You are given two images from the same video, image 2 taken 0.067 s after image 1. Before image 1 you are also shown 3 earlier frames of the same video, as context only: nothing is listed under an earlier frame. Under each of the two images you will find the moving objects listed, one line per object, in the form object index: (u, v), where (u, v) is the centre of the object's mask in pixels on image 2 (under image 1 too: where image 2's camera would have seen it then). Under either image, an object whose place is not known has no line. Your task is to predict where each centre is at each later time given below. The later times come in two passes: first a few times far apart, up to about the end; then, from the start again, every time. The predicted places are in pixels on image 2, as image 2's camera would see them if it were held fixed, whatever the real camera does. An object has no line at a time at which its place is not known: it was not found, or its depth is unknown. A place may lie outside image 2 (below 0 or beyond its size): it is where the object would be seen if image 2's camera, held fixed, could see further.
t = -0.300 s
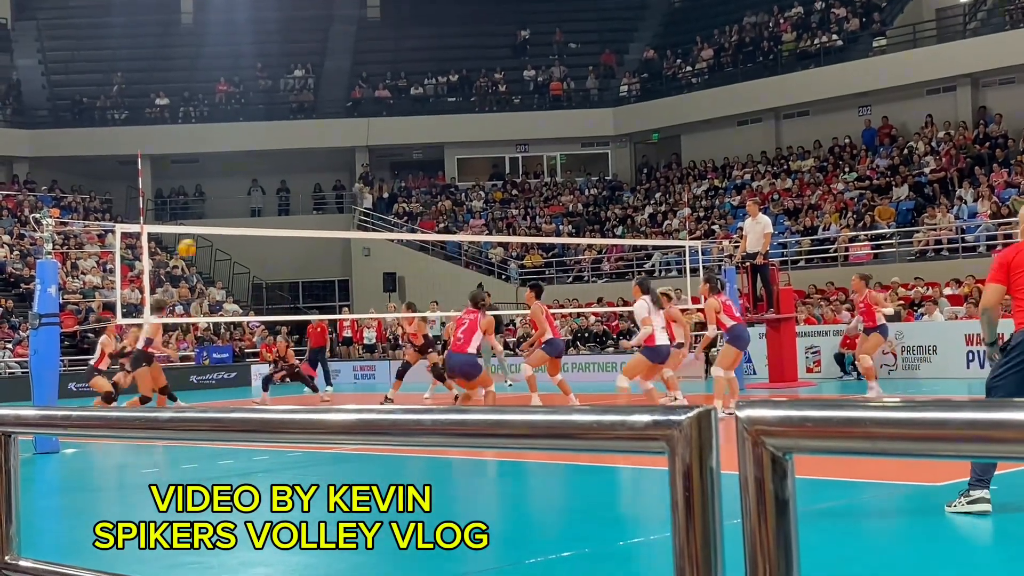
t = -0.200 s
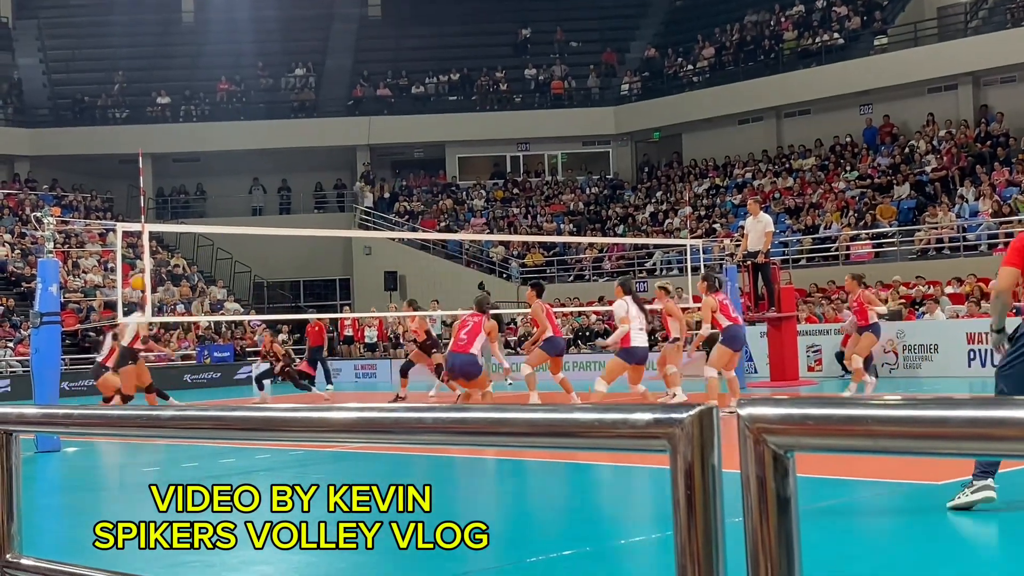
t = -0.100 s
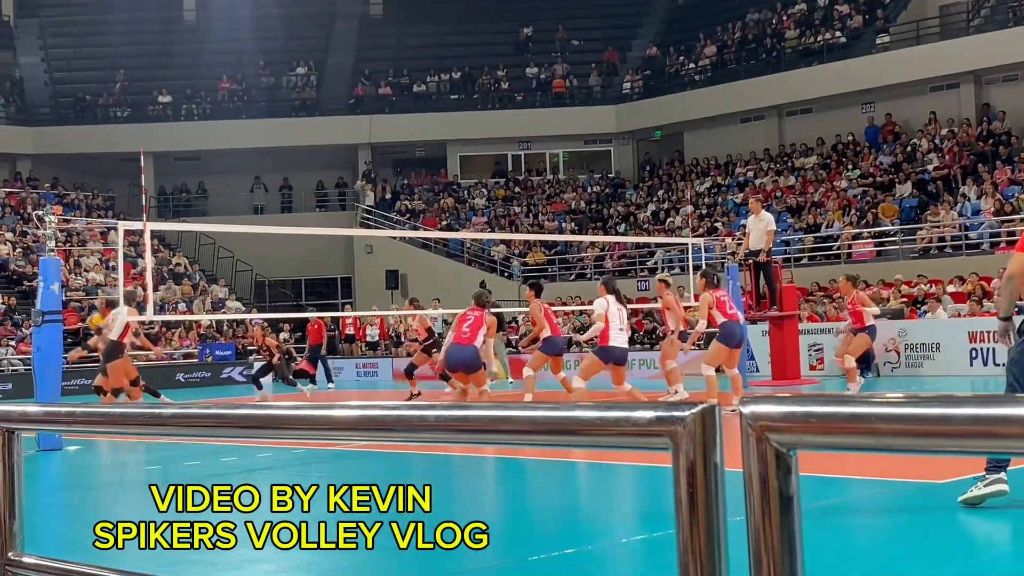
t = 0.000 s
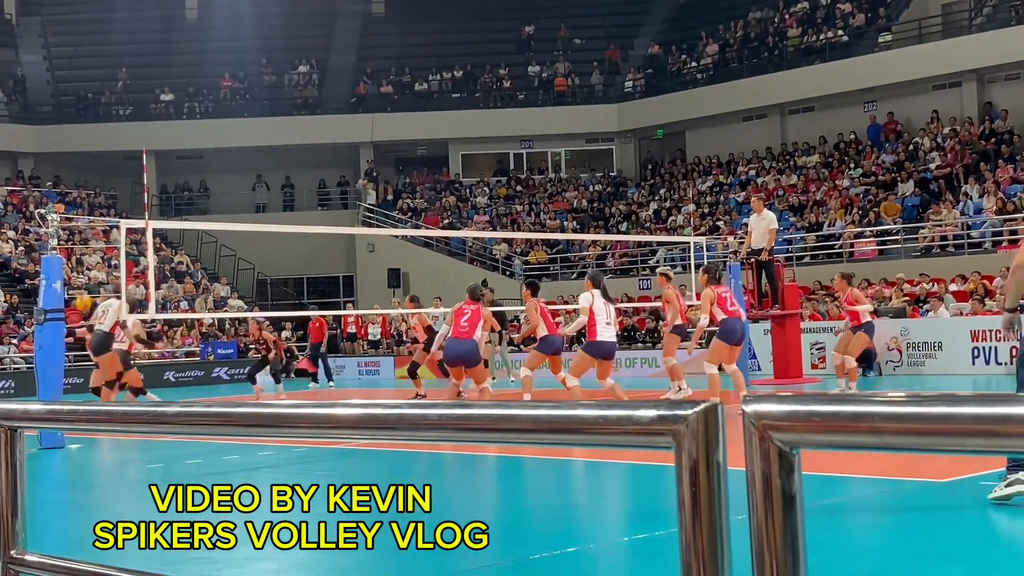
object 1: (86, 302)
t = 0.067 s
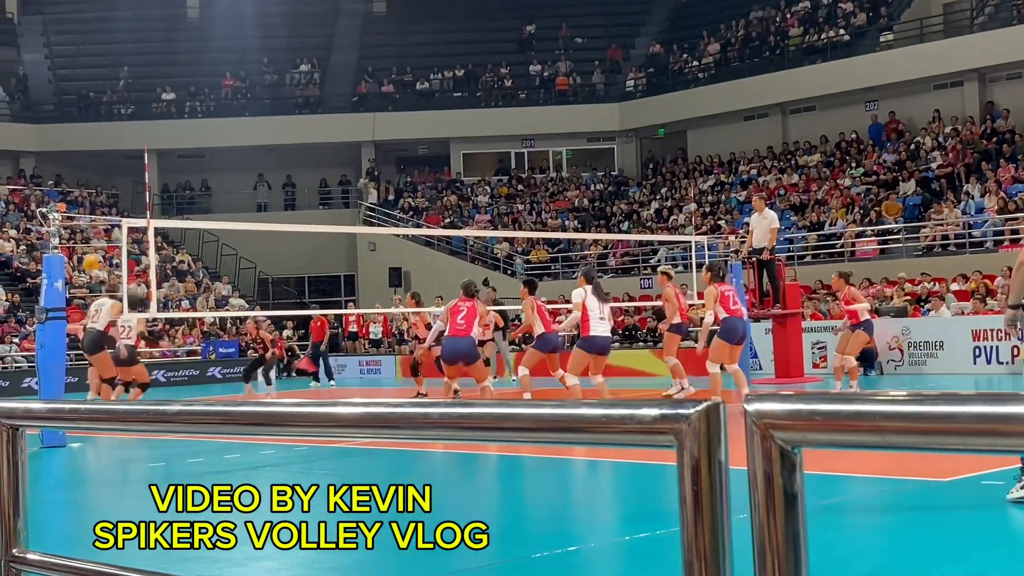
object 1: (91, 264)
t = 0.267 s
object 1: (107, 163)
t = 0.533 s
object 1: (132, 69)
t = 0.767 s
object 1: (156, 26)
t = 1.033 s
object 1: (186, 23)
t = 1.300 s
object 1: (222, 74)
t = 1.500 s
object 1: (253, 148)
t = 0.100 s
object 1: (92, 245)
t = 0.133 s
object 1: (95, 227)
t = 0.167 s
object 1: (99, 209)
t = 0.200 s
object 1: (101, 194)
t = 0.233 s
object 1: (104, 178)
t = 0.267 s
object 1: (107, 163)
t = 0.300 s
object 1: (110, 149)
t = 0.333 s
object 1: (113, 135)
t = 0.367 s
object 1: (116, 122)
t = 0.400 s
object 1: (119, 111)
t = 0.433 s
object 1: (122, 99)
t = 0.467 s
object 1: (126, 89)
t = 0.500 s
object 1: (128, 79)
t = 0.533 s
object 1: (132, 69)
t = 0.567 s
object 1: (135, 61)
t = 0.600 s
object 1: (138, 53)
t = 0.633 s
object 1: (142, 46)
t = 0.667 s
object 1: (145, 40)
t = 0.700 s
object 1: (149, 34)
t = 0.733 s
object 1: (152, 30)
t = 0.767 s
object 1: (156, 26)
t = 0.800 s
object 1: (160, 22)
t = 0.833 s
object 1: (163, 20)
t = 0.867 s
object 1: (167, 18)
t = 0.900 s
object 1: (170, 18)
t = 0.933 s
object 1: (174, 18)
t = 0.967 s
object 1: (178, 19)
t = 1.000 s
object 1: (182, 20)
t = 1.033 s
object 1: (186, 23)
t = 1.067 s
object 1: (190, 26)
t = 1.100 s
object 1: (195, 30)
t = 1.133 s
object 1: (199, 36)
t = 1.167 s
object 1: (204, 41)
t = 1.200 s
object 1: (208, 49)
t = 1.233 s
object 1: (212, 56)
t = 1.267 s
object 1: (217, 64)
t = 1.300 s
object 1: (222, 74)
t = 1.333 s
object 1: (227, 84)
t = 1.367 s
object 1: (232, 95)
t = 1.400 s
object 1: (237, 107)
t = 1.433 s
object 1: (242, 119)
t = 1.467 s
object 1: (248, 133)
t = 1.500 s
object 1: (253, 148)
